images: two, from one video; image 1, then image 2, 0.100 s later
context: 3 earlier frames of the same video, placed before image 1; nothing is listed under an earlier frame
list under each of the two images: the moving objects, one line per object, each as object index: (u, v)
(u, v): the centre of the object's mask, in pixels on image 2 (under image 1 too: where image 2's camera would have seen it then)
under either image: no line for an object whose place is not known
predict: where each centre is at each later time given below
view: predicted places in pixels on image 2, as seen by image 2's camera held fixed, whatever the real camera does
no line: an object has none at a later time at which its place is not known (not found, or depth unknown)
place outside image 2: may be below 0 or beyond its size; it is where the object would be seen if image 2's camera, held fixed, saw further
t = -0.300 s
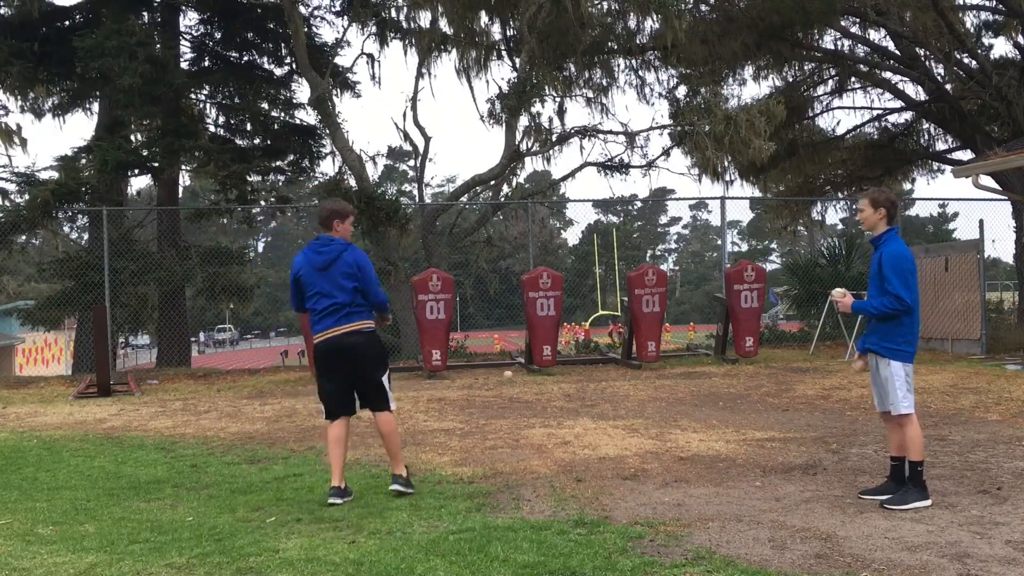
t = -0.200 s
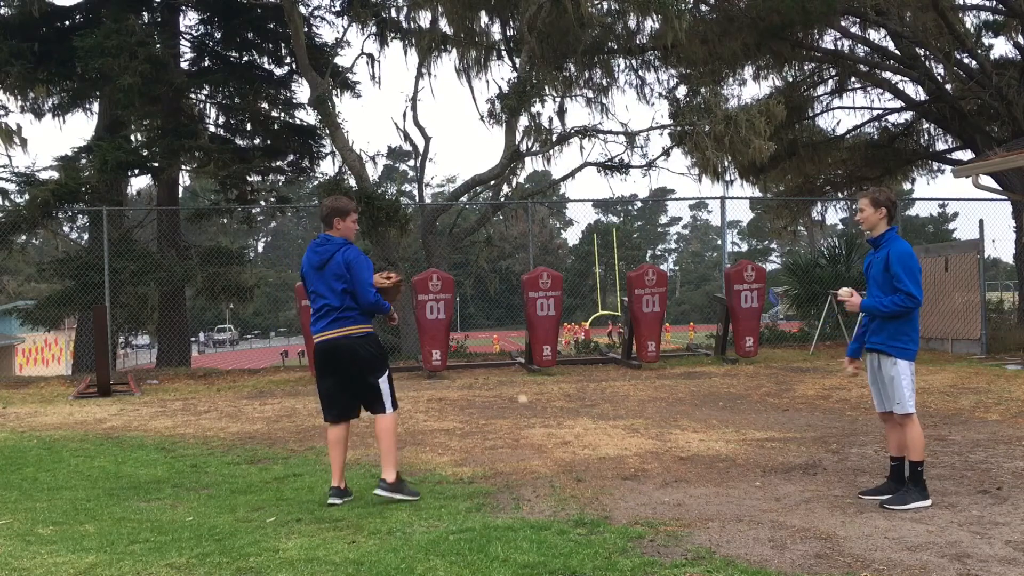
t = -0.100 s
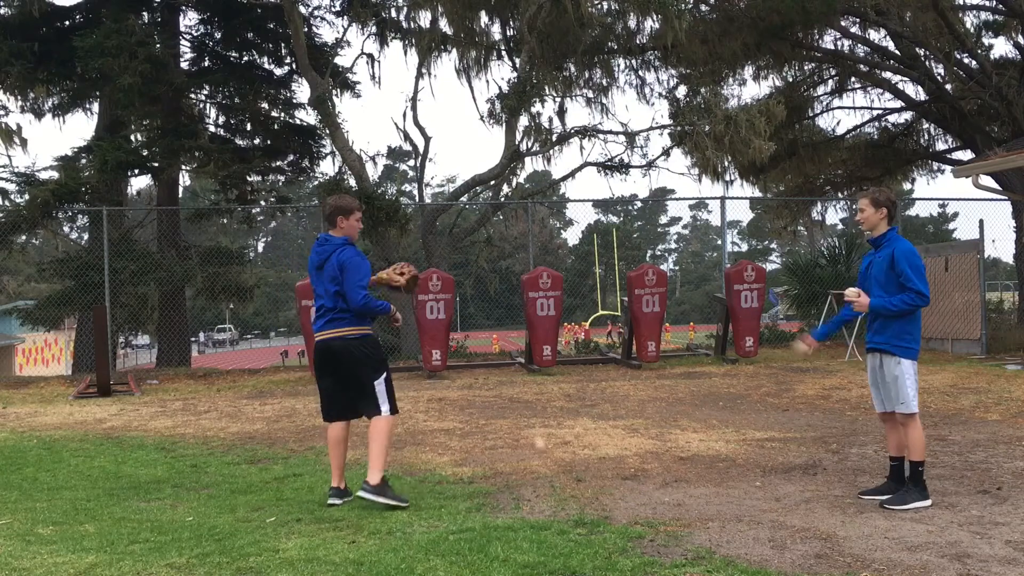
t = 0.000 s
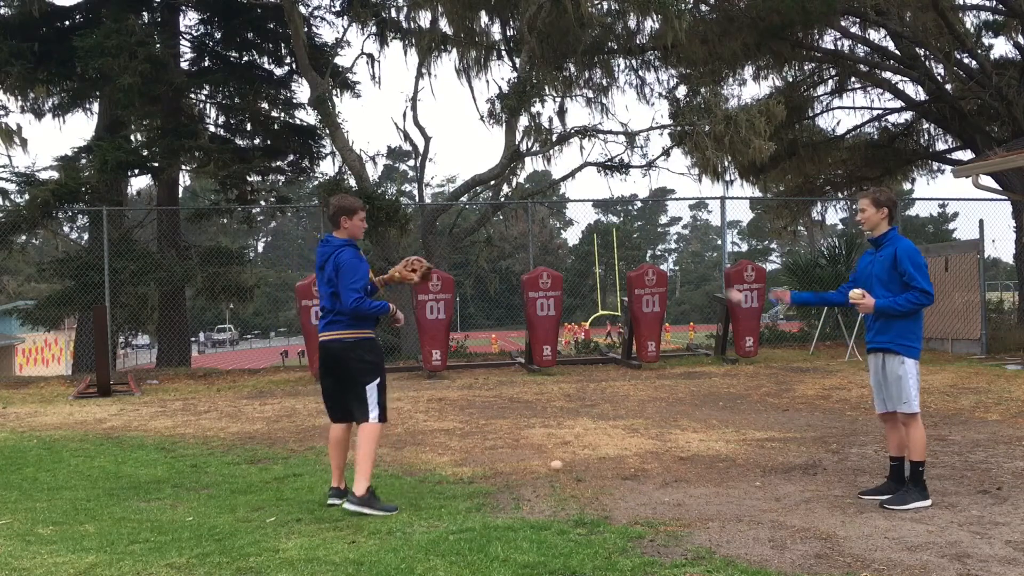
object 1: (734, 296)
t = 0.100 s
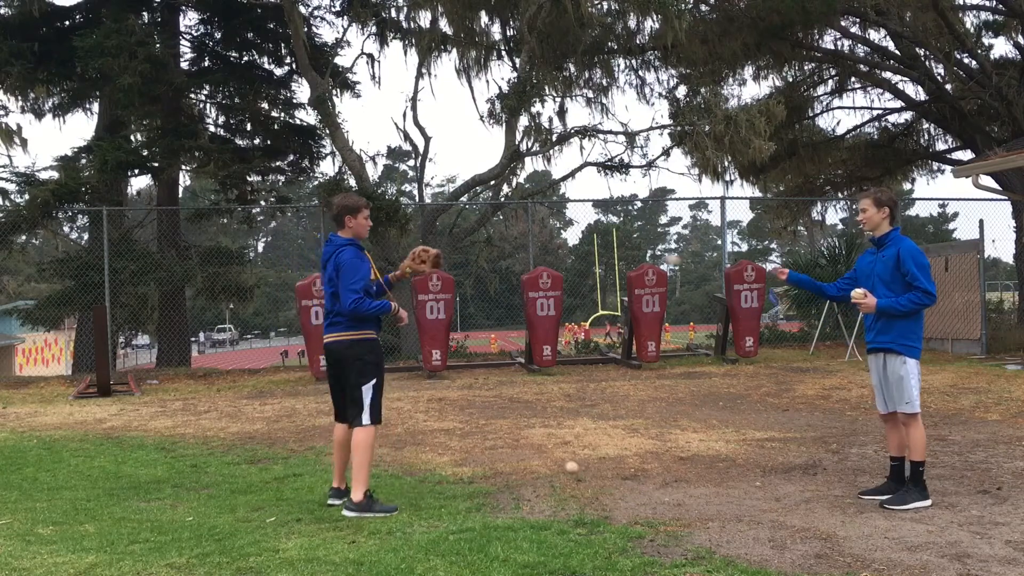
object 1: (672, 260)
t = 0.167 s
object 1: (628, 244)
